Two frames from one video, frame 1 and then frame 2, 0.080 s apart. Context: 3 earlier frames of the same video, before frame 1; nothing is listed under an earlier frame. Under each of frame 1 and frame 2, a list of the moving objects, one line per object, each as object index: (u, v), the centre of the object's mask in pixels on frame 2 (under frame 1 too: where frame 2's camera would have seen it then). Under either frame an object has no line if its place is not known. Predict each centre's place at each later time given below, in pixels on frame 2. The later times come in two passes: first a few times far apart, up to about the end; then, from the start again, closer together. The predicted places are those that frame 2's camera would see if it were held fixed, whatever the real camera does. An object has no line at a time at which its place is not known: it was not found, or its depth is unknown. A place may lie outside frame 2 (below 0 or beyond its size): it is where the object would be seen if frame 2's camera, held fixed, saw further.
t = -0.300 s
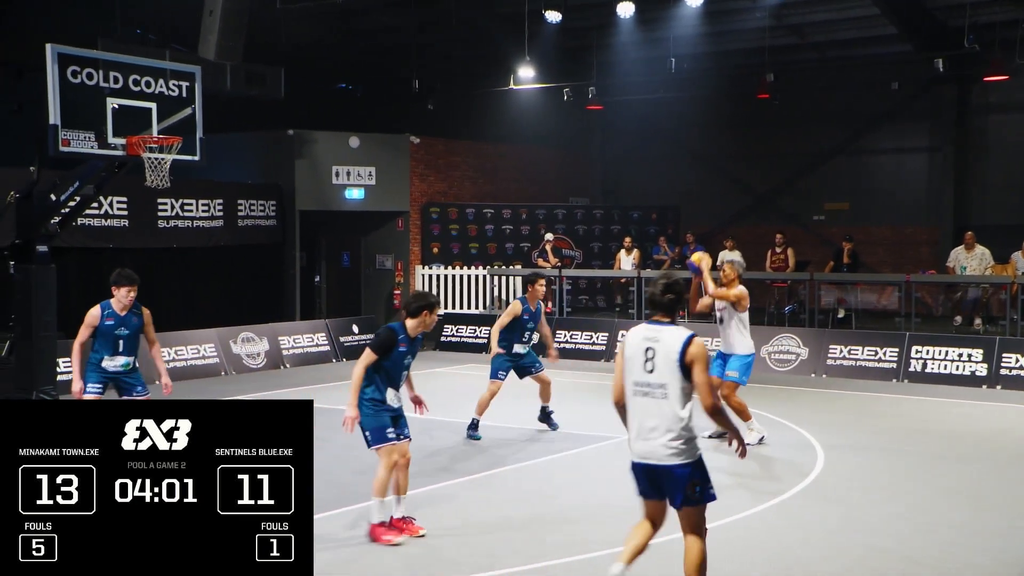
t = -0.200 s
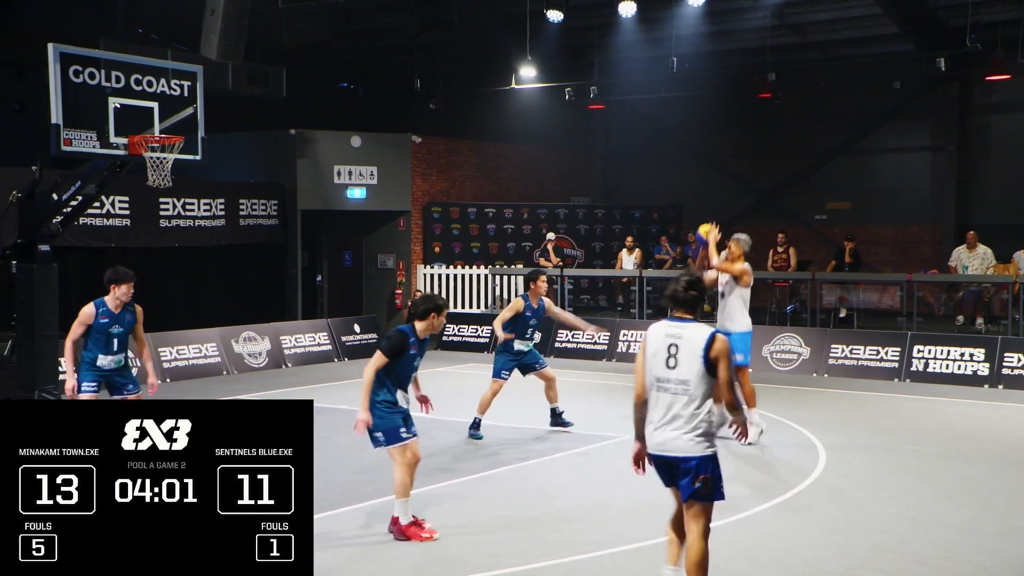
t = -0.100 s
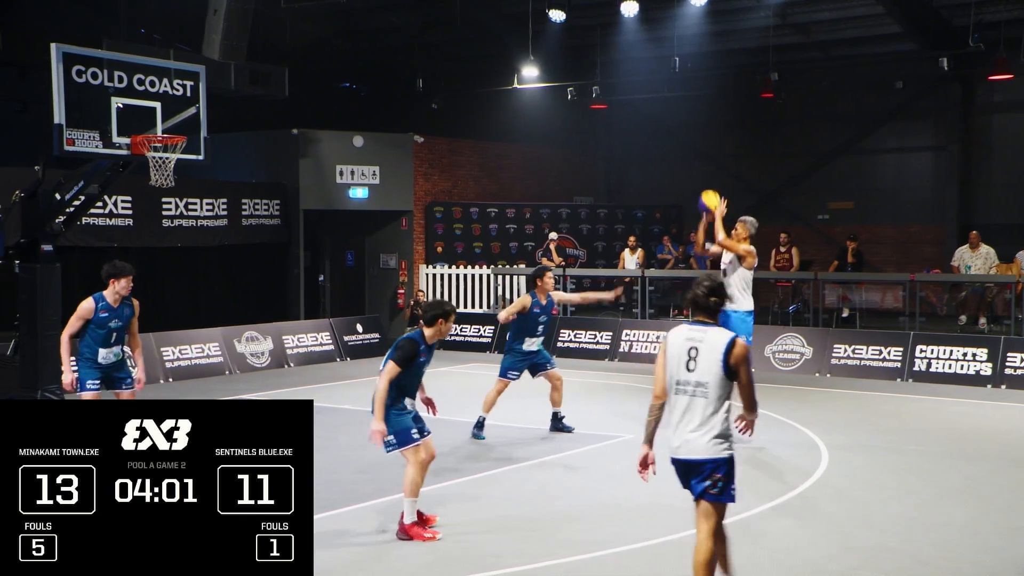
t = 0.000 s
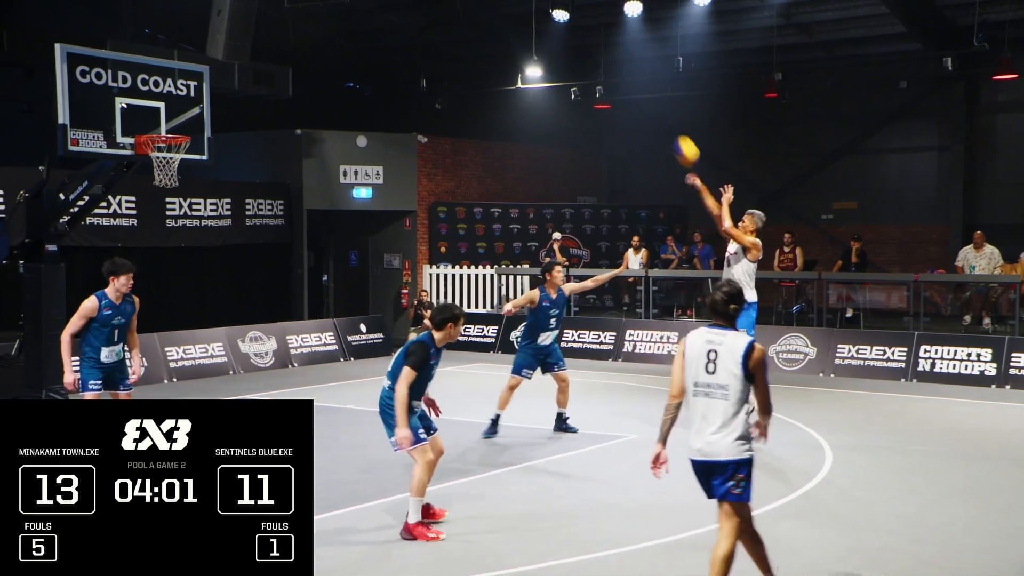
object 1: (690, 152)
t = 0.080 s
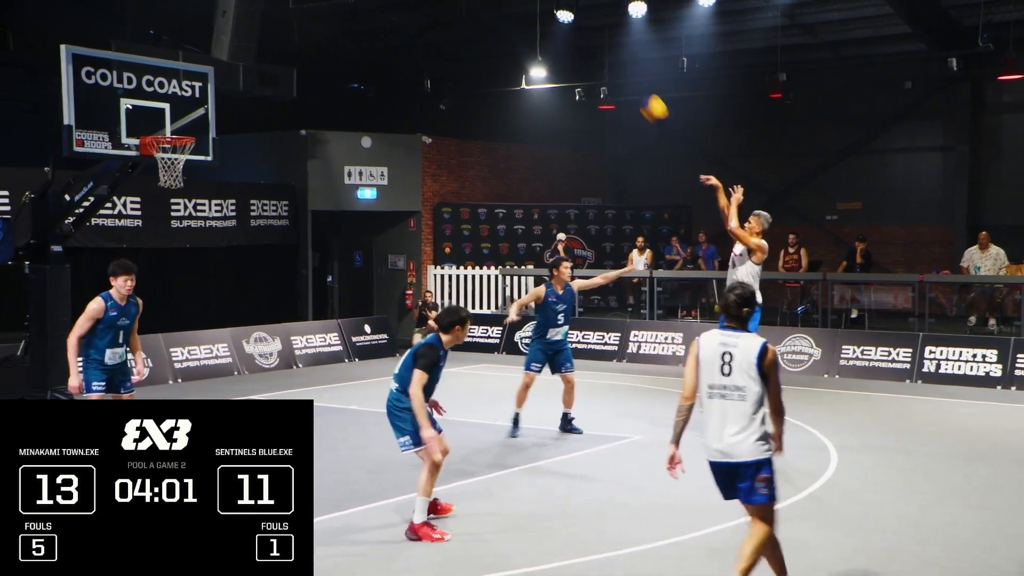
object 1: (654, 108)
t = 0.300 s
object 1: (553, 22)
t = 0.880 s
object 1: (294, 8)
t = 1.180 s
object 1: (166, 126)
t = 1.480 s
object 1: (94, 94)
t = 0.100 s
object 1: (645, 99)
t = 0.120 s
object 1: (636, 90)
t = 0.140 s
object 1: (627, 81)
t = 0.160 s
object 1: (617, 72)
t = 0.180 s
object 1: (608, 63)
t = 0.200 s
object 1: (599, 55)
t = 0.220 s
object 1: (590, 48)
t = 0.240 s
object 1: (581, 41)
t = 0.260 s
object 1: (572, 35)
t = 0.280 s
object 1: (562, 29)
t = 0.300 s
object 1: (553, 22)
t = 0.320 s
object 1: (544, 15)
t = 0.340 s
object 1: (535, 10)
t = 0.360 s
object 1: (525, 5)
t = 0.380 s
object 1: (515, 2)
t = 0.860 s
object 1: (302, 2)
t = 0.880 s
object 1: (294, 8)
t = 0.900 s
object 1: (285, 13)
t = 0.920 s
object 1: (277, 19)
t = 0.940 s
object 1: (268, 26)
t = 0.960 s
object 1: (259, 32)
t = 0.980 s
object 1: (250, 40)
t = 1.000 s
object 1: (242, 47)
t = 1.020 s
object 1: (233, 55)
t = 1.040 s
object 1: (225, 63)
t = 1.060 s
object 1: (215, 72)
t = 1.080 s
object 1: (207, 80)
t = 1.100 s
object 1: (198, 90)
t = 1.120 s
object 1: (189, 99)
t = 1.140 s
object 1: (182, 107)
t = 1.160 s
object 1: (172, 118)
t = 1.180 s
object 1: (166, 126)
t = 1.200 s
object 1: (161, 121)
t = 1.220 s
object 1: (156, 117)
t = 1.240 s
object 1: (152, 114)
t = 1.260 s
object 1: (148, 110)
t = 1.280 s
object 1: (143, 106)
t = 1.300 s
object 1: (139, 103)
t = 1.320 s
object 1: (134, 100)
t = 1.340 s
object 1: (128, 98)
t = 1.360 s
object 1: (124, 96)
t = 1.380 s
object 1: (119, 95)
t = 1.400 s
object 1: (113, 95)
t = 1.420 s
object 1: (108, 92)
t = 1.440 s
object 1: (104, 94)
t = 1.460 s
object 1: (100, 94)
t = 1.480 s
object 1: (94, 94)
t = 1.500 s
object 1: (90, 95)
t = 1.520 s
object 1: (85, 96)
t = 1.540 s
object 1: (81, 98)
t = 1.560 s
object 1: (75, 101)
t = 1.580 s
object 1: (70, 103)
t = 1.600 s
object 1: (64, 106)
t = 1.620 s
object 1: (58, 110)
